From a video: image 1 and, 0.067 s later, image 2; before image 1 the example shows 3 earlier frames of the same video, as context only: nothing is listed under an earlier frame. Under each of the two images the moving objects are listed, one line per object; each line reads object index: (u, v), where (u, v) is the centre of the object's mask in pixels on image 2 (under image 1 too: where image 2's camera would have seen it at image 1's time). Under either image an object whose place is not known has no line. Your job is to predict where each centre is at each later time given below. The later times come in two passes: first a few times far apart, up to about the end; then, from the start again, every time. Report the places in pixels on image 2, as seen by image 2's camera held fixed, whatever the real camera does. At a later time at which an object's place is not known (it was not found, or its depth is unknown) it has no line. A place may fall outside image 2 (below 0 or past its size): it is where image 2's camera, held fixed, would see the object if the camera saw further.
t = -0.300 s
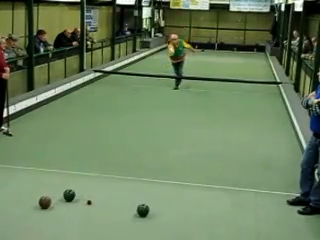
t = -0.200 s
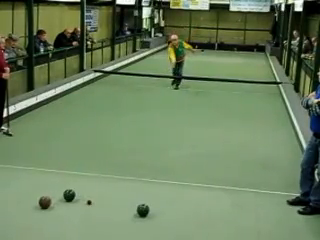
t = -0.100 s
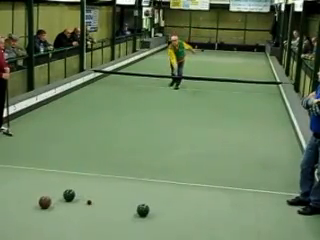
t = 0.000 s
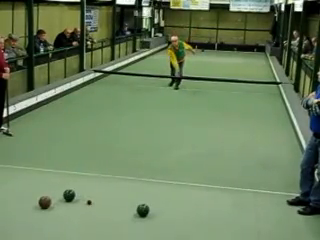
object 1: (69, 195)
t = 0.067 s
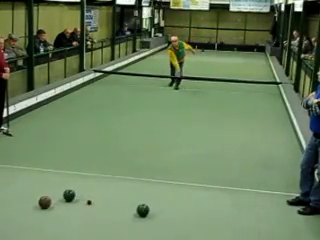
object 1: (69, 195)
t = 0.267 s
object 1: (69, 195)
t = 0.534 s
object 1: (69, 195)
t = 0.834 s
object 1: (54, 205)
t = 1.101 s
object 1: (50, 212)
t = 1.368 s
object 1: (47, 220)
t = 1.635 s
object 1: (42, 228)
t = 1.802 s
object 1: (40, 232)
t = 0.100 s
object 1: (69, 195)
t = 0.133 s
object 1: (69, 195)
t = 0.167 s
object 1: (69, 195)
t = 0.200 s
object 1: (69, 195)
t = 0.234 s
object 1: (69, 195)
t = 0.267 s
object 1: (69, 195)
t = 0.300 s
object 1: (69, 195)
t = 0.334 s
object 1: (69, 195)
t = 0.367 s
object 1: (69, 195)
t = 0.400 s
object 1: (69, 195)
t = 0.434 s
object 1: (69, 195)
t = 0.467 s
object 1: (69, 195)
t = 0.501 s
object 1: (69, 195)
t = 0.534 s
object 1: (69, 195)
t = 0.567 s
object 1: (66, 195)
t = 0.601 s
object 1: (62, 196)
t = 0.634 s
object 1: (58, 198)
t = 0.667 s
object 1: (56, 200)
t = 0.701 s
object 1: (56, 201)
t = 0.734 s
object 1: (55, 202)
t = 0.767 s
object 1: (55, 203)
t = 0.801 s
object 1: (54, 204)
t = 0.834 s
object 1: (54, 205)
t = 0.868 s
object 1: (53, 206)
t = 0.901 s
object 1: (53, 207)
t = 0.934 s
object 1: (52, 207)
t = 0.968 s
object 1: (52, 208)
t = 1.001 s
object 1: (52, 210)
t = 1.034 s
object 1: (51, 211)
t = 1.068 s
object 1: (51, 211)
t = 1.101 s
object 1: (50, 212)
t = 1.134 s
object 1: (50, 213)
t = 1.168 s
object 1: (49, 214)
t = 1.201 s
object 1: (49, 215)
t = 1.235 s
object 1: (48, 216)
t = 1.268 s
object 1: (48, 217)
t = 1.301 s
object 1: (48, 218)
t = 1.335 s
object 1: (47, 219)
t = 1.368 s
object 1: (47, 220)
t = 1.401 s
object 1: (46, 221)
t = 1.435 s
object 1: (46, 222)
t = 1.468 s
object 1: (45, 223)
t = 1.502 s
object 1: (45, 224)
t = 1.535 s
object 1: (44, 225)
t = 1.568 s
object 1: (44, 226)
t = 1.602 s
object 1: (43, 227)
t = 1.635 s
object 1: (42, 228)
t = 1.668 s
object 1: (42, 228)
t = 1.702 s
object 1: (41, 229)
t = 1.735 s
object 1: (41, 230)
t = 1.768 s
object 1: (40, 231)
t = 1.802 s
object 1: (40, 232)
